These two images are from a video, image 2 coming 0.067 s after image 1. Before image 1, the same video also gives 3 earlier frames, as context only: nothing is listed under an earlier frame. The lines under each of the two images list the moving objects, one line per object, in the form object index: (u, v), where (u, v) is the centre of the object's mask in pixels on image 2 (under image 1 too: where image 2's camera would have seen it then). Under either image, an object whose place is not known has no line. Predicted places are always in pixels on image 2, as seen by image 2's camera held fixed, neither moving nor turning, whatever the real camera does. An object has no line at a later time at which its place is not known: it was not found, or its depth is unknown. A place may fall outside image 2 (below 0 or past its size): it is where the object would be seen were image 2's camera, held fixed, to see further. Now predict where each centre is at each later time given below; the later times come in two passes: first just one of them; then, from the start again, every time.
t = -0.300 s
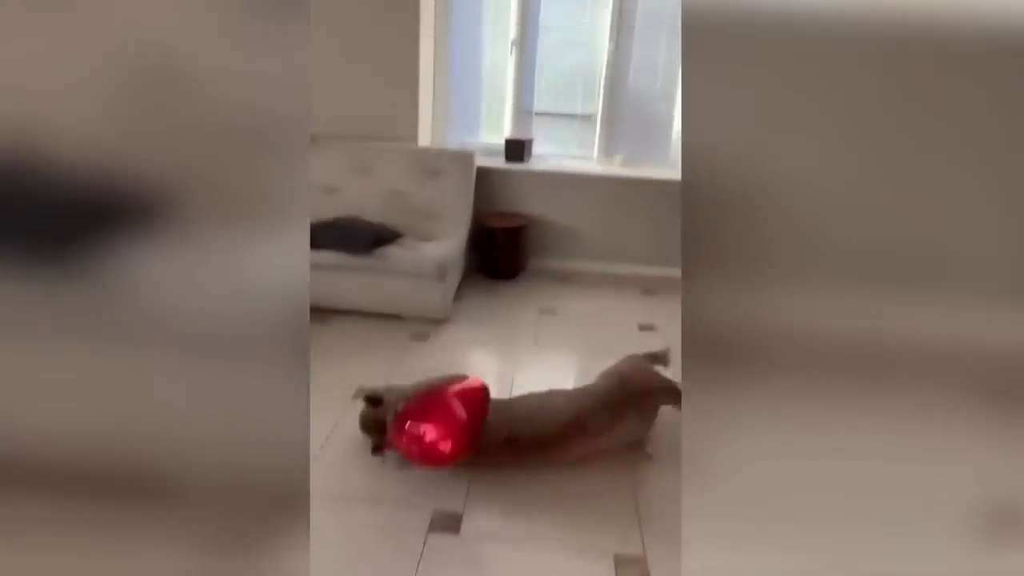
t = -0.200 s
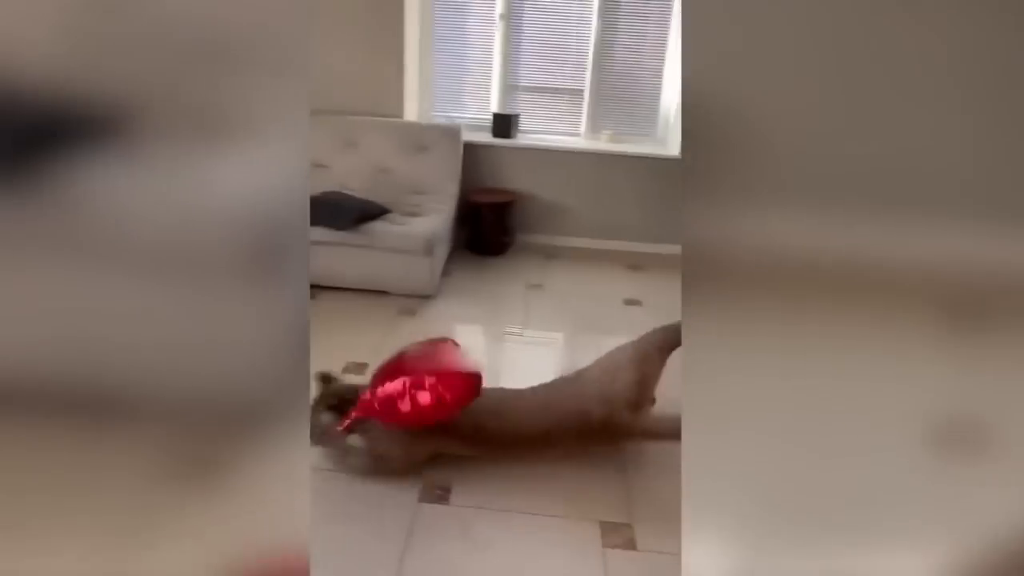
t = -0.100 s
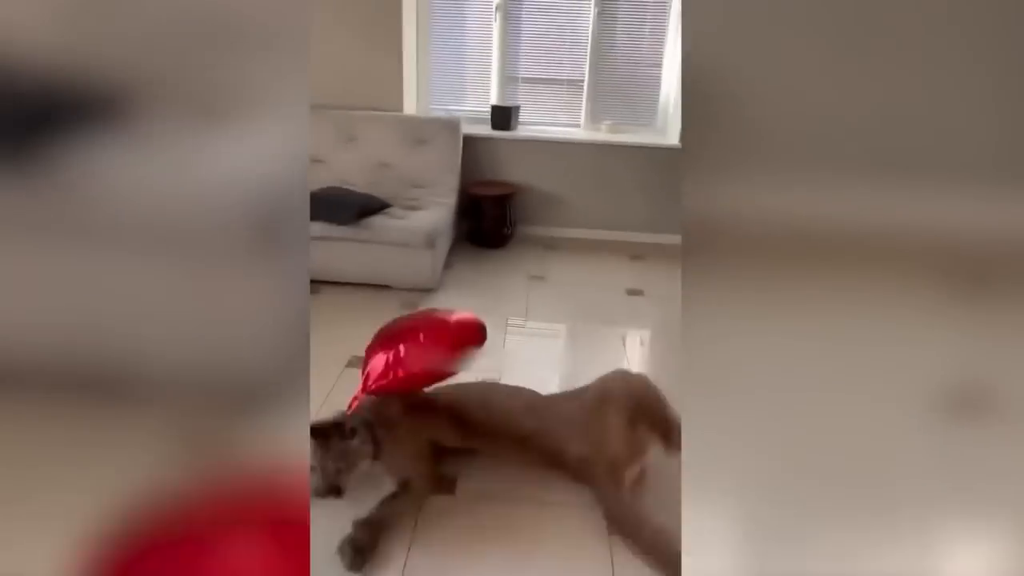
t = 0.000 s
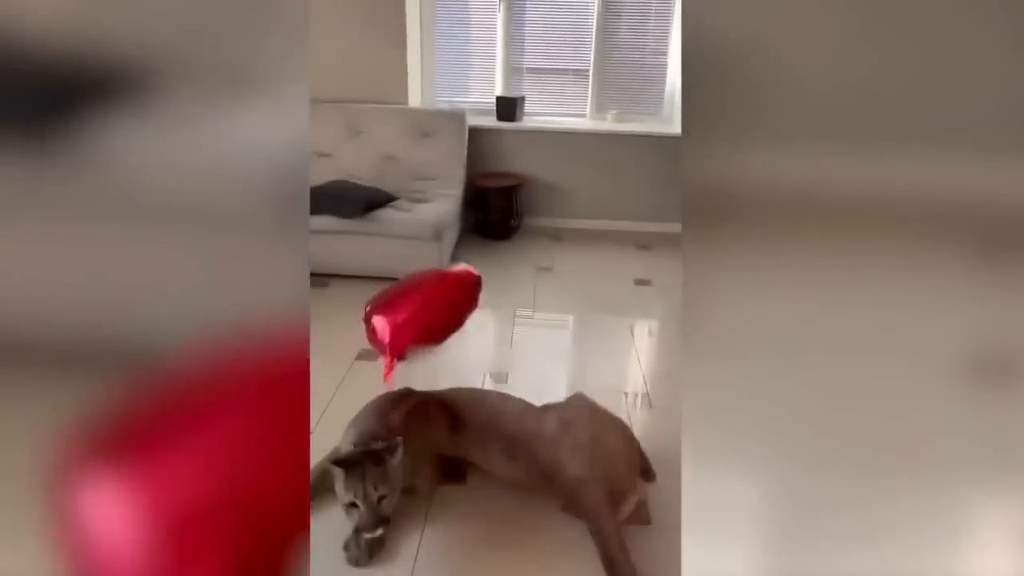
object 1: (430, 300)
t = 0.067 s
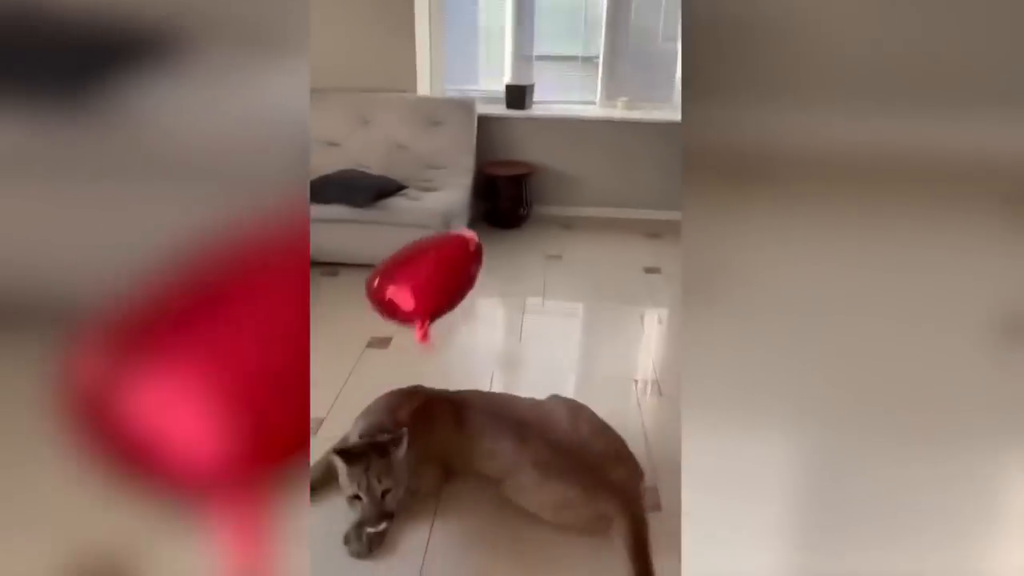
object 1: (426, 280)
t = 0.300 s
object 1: (427, 205)
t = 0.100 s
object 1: (425, 269)
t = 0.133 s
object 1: (423, 258)
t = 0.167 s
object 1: (422, 247)
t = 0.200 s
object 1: (423, 237)
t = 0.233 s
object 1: (424, 226)
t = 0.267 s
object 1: (426, 215)
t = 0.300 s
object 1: (427, 205)
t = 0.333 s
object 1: (428, 194)
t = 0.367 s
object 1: (428, 183)
